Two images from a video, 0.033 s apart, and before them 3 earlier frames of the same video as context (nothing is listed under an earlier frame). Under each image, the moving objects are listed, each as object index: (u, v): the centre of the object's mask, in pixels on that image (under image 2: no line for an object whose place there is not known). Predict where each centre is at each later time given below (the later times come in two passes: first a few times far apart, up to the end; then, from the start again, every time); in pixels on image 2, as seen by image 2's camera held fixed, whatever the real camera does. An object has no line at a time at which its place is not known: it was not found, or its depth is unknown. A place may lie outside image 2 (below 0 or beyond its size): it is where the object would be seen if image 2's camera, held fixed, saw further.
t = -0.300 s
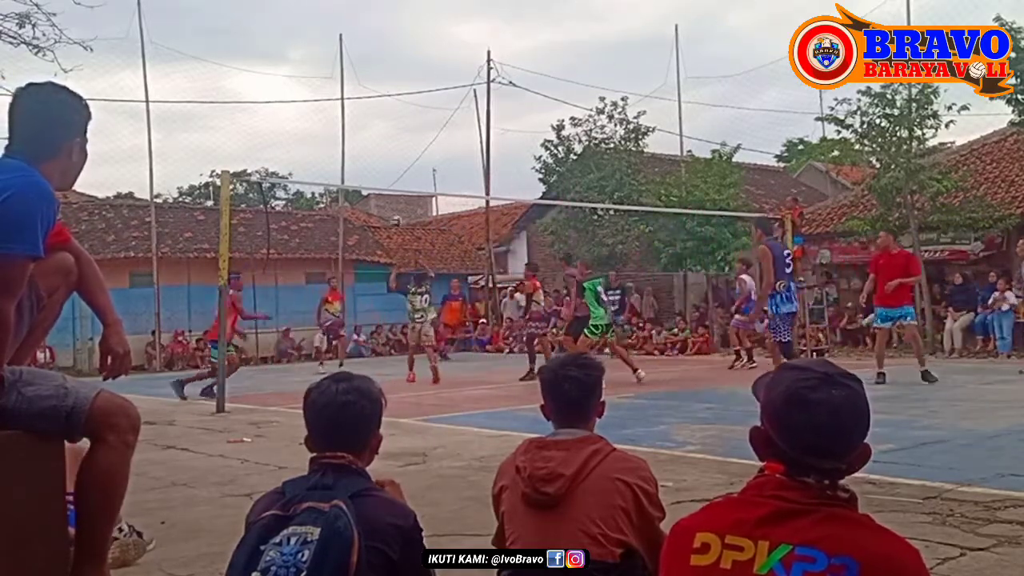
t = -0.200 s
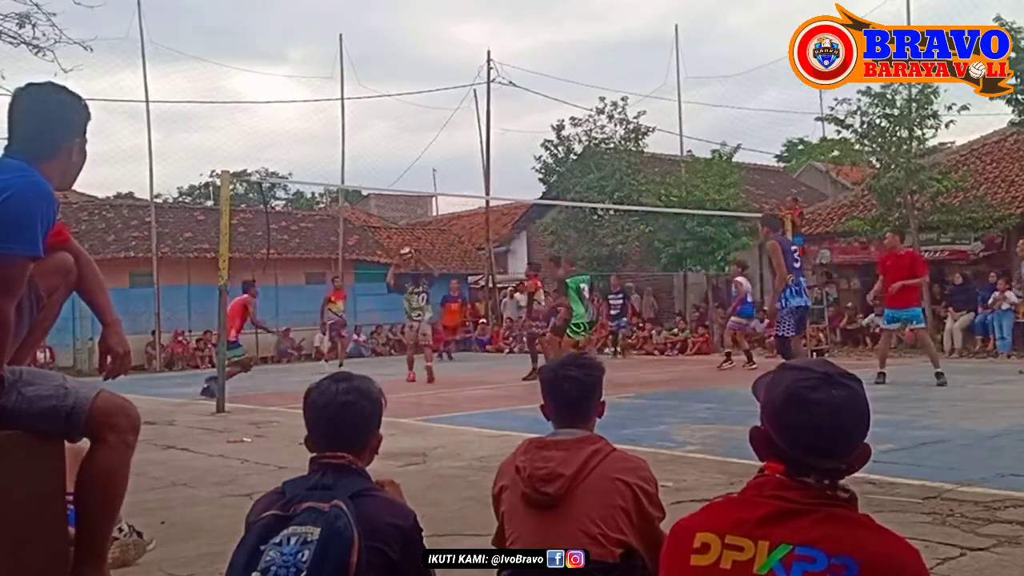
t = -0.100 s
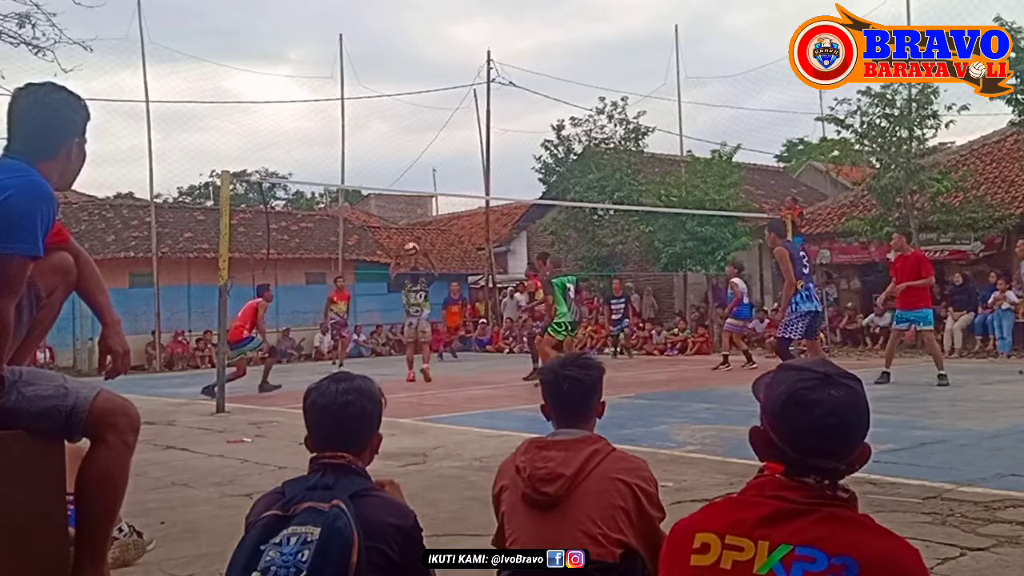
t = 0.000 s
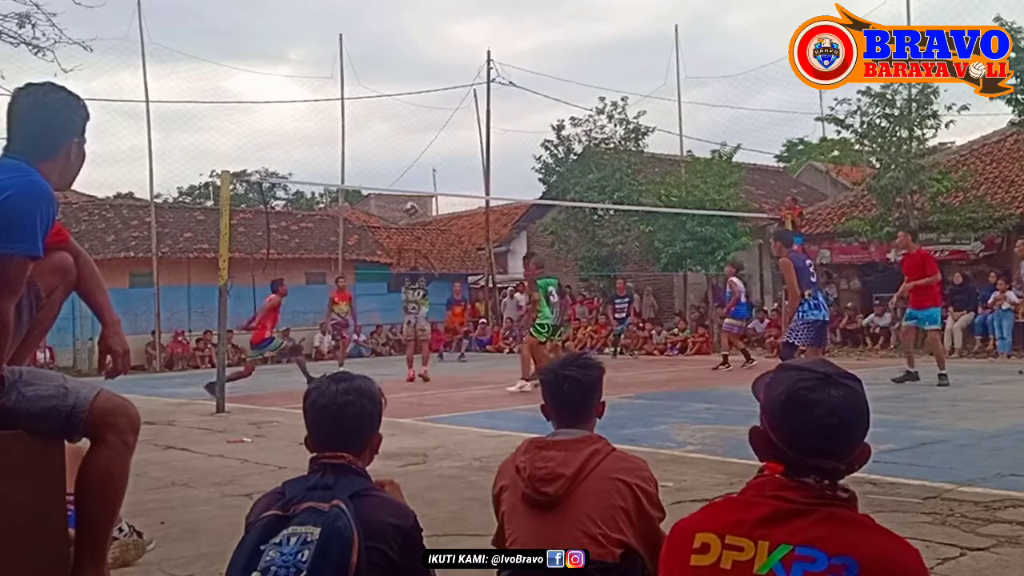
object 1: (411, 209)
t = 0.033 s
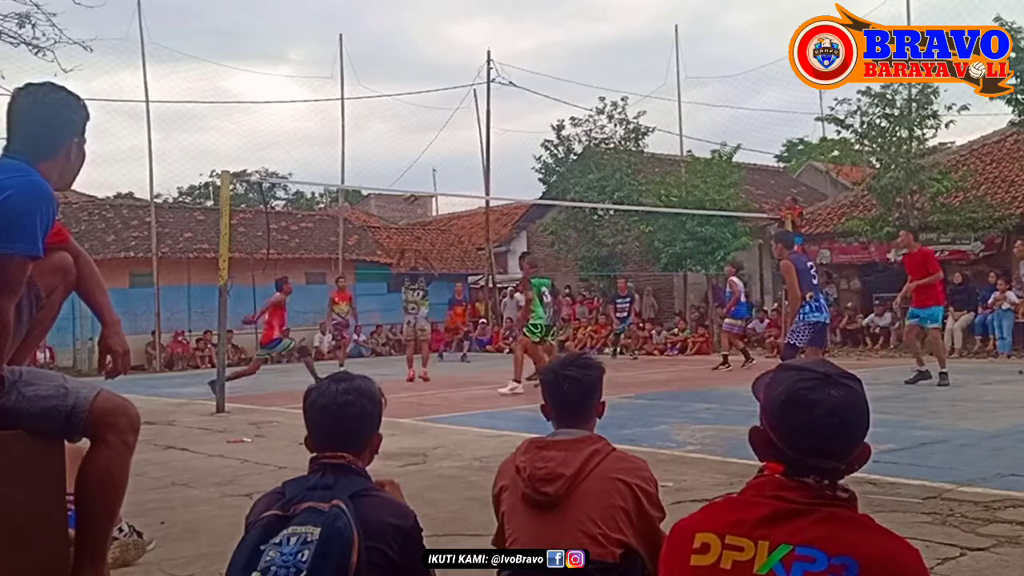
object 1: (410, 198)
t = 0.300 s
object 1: (411, 125)
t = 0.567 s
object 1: (411, 103)
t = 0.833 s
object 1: (414, 134)
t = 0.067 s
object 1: (411, 185)
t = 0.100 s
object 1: (411, 174)
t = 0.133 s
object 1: (411, 164)
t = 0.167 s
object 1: (411, 155)
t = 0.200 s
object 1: (410, 146)
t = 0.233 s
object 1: (411, 138)
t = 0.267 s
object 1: (410, 131)
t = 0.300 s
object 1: (411, 125)
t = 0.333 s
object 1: (410, 120)
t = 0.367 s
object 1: (410, 115)
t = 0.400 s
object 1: (411, 111)
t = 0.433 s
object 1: (411, 108)
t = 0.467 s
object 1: (411, 106)
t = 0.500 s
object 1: (411, 104)
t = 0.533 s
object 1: (411, 103)
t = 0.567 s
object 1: (411, 103)
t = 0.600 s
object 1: (411, 104)
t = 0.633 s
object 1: (412, 106)
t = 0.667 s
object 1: (412, 109)
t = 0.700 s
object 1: (413, 112)
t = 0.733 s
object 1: (413, 116)
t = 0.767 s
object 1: (413, 121)
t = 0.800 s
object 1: (413, 127)
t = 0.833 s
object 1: (414, 134)
